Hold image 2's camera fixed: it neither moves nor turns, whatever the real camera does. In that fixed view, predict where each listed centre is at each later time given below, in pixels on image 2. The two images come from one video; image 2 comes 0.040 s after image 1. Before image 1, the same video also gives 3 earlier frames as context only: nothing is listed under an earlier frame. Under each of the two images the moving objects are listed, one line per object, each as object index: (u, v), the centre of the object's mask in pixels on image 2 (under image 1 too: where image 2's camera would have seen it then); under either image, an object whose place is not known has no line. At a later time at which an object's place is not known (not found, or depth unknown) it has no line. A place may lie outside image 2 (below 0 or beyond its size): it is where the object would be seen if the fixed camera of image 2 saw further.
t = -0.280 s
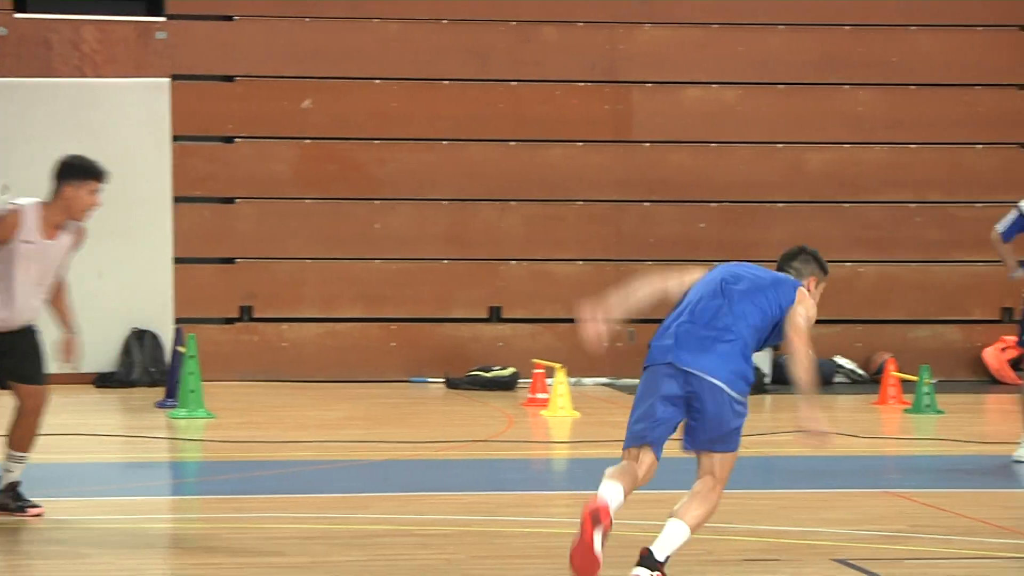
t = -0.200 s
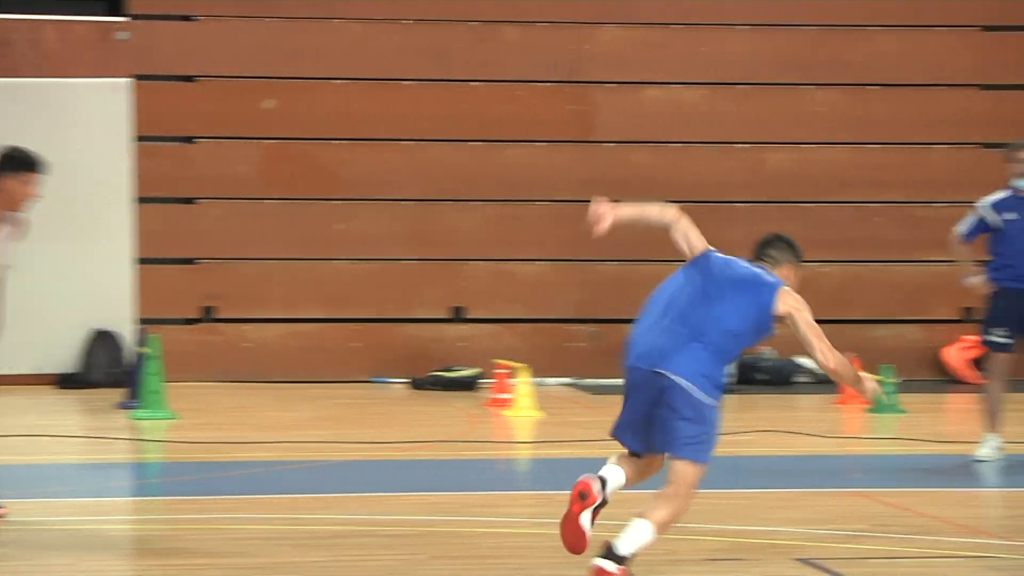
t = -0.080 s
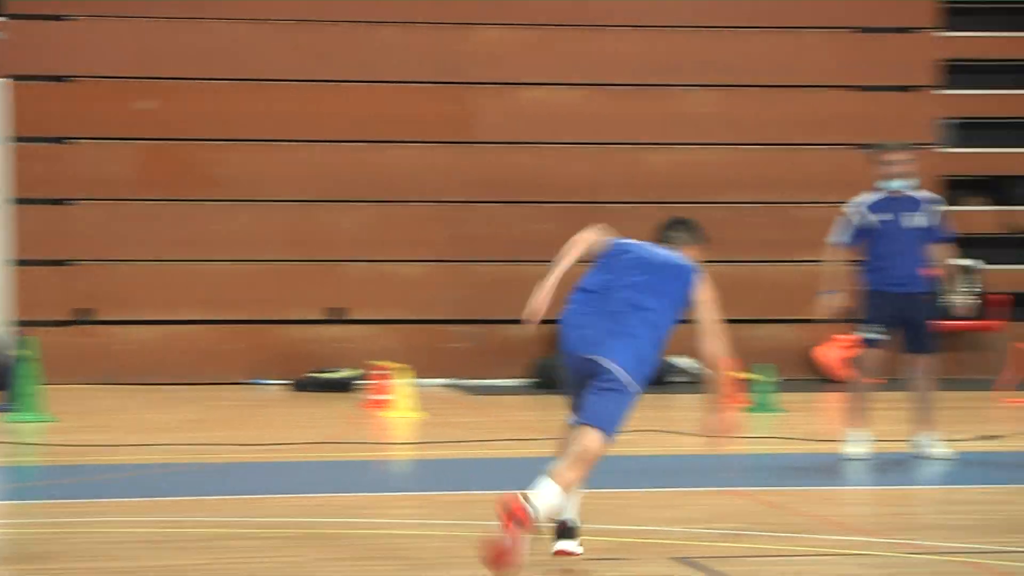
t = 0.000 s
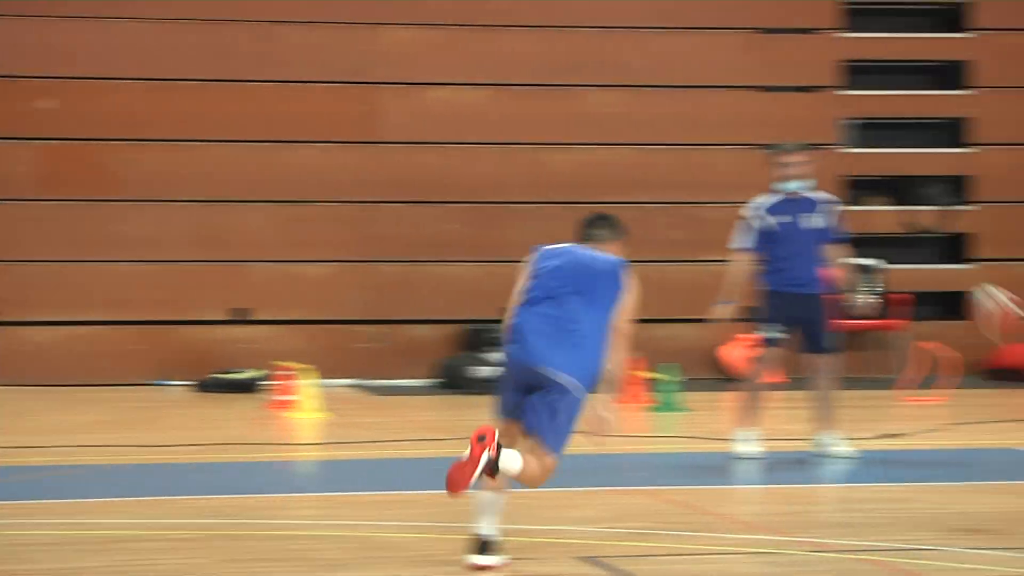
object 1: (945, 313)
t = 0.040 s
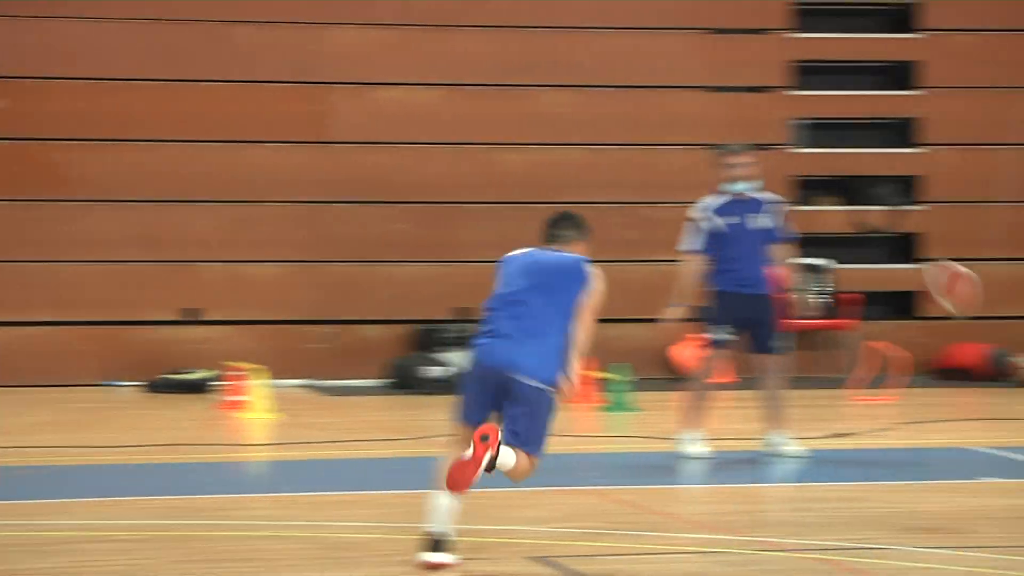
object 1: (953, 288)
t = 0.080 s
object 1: (955, 258)
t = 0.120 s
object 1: (954, 242)
